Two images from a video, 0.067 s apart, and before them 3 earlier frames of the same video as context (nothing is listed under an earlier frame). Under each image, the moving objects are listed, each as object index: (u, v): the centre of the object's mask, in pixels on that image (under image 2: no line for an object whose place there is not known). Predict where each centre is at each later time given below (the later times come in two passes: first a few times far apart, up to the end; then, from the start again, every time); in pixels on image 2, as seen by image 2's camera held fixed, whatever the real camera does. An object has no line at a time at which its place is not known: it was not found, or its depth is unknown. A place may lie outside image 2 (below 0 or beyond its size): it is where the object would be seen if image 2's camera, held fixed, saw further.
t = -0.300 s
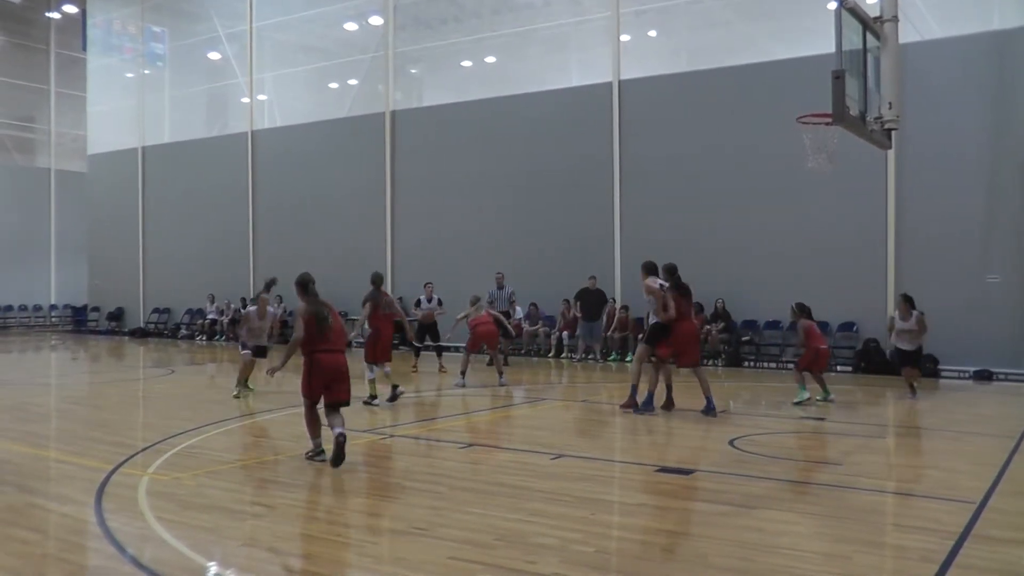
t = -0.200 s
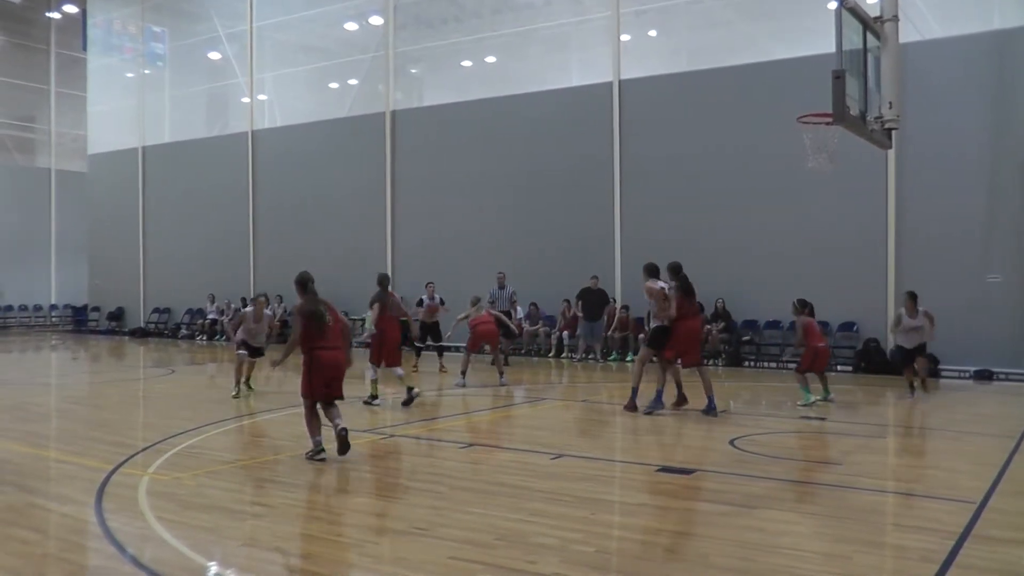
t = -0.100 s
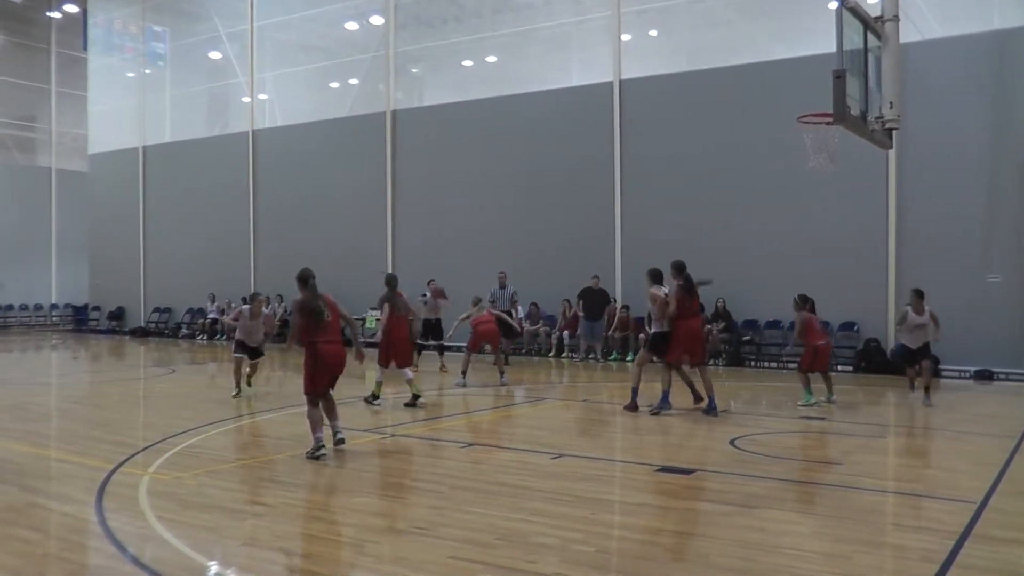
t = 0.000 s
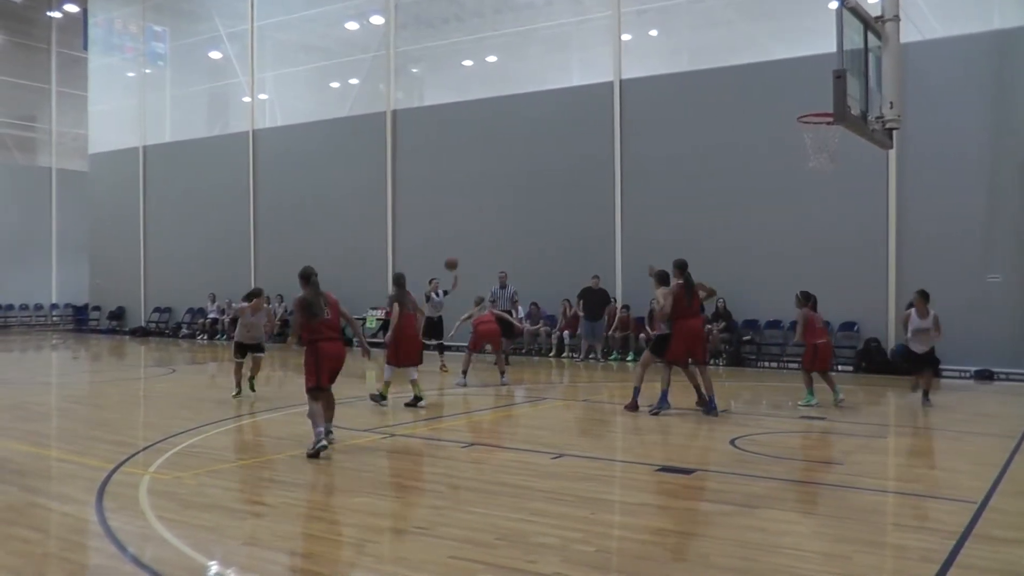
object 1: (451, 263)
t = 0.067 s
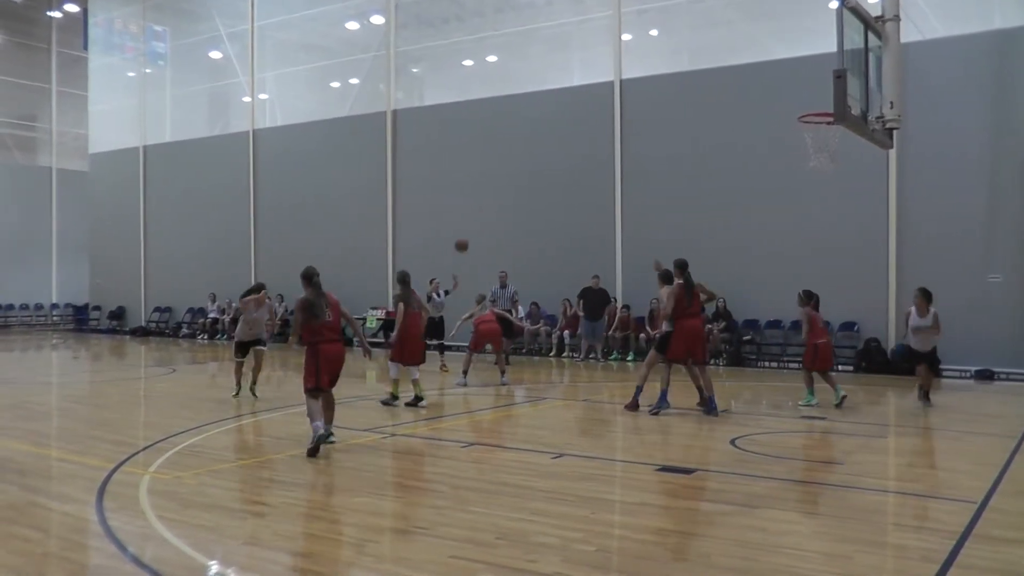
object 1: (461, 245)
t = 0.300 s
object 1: (500, 196)
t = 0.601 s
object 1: (558, 180)
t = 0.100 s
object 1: (467, 236)
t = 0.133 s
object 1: (472, 227)
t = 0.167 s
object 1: (477, 220)
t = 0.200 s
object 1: (483, 214)
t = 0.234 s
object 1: (489, 207)
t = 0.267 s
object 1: (494, 202)
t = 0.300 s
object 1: (500, 196)
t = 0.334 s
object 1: (506, 191)
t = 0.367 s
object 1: (512, 187)
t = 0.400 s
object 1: (518, 184)
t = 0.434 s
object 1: (525, 181)
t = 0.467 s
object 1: (531, 180)
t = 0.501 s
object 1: (538, 178)
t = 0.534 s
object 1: (545, 178)
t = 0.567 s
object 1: (551, 178)
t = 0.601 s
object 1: (558, 180)
